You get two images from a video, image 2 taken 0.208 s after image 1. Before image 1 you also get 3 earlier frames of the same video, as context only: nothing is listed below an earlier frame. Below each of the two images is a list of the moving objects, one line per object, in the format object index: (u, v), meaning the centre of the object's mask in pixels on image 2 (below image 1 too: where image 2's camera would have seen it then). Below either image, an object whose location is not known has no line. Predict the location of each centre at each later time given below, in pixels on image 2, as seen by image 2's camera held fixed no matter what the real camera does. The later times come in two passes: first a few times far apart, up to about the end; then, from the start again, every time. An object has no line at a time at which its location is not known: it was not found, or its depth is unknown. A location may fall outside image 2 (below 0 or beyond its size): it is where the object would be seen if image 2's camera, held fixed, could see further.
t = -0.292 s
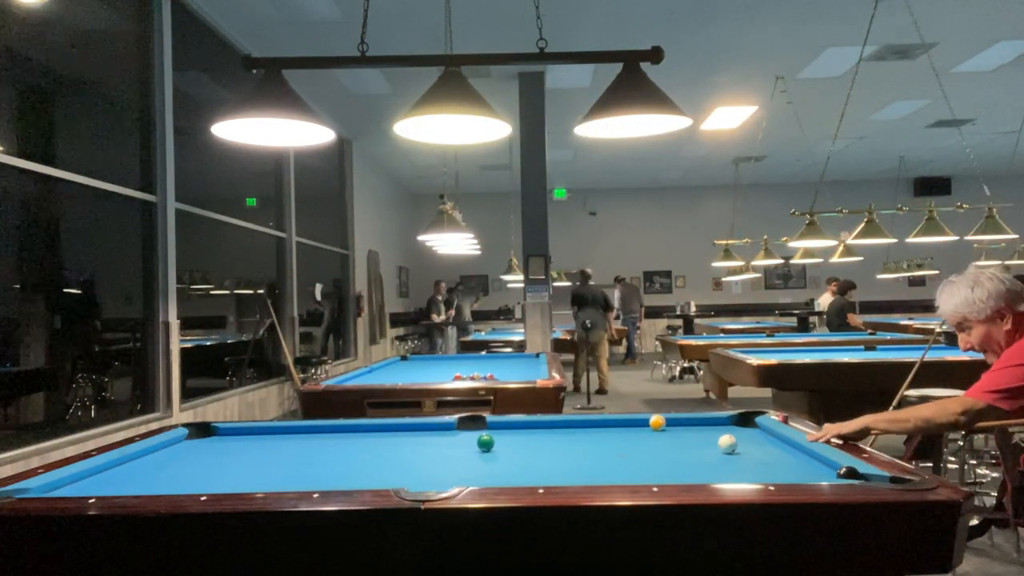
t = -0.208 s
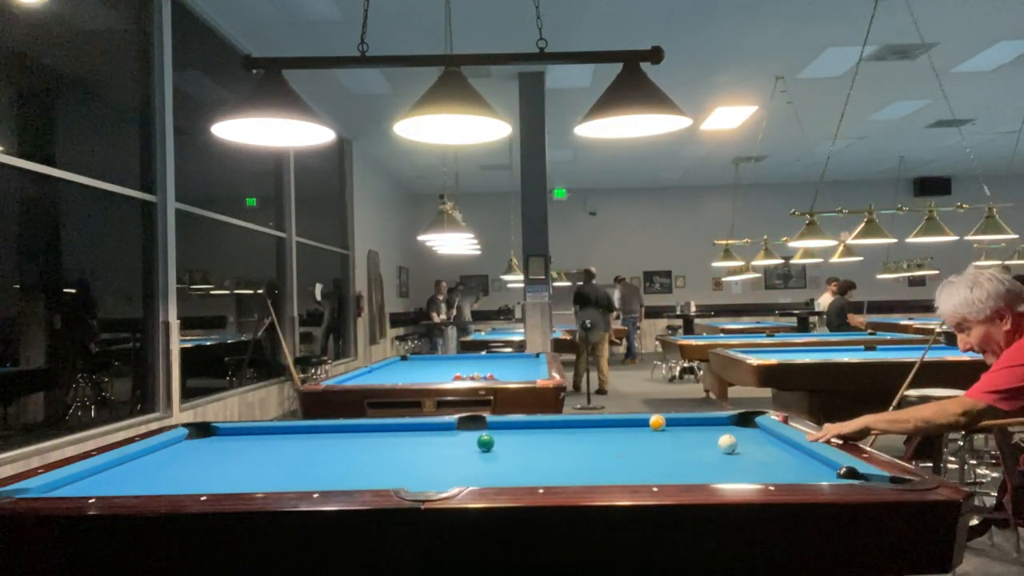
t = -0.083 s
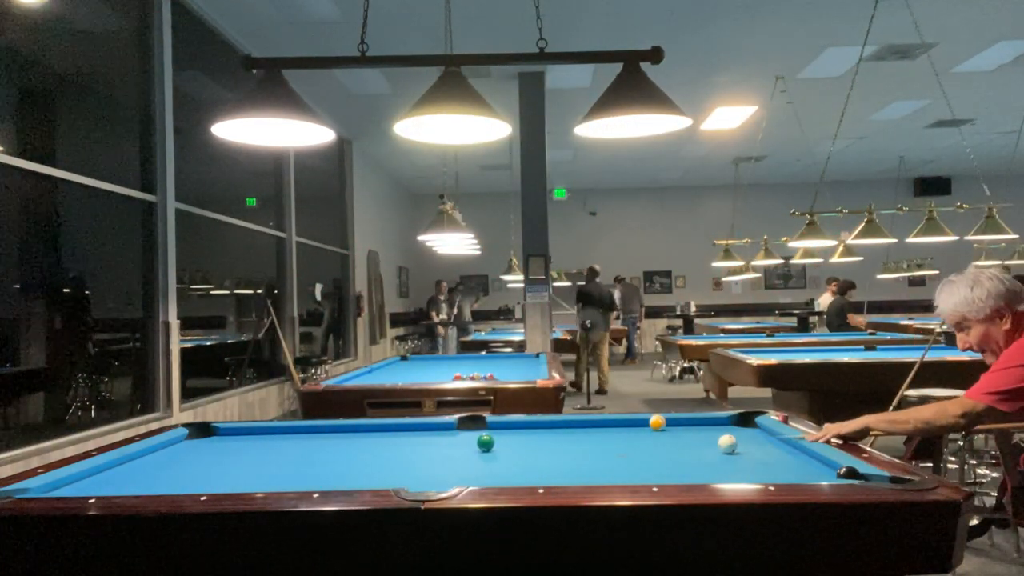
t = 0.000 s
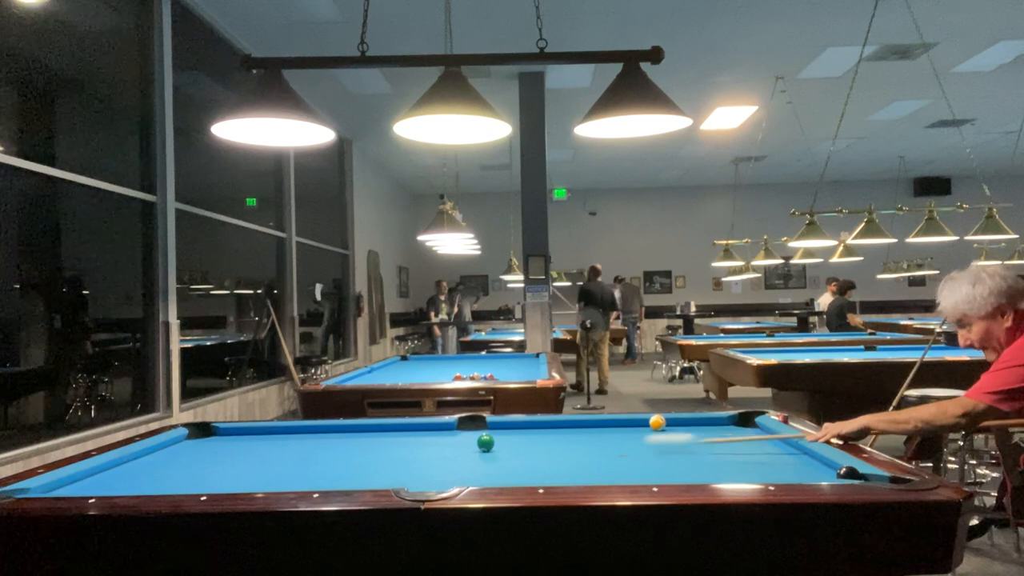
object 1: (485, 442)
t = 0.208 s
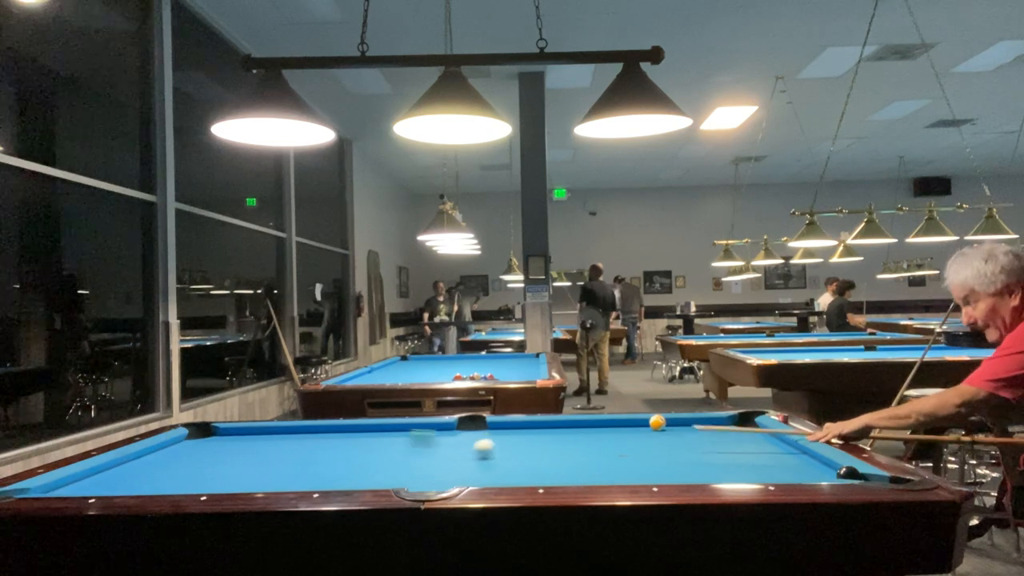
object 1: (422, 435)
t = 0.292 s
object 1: (361, 430)
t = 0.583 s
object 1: (206, 433)
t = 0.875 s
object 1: (233, 444)
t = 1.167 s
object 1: (289, 454)
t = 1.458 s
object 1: (354, 467)
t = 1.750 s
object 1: (431, 480)
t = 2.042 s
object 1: (472, 475)
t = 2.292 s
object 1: (489, 468)
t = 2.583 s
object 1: (505, 458)
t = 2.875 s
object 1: (519, 451)
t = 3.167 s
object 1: (530, 444)
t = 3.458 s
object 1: (540, 438)
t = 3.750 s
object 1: (549, 433)
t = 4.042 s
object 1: (556, 429)
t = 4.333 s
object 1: (570, 426)
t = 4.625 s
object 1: (585, 423)
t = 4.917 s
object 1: (596, 423)
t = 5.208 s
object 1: (603, 423)
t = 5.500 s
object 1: (609, 424)
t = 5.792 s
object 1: (612, 425)
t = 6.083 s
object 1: (615, 425)
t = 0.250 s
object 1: (391, 431)
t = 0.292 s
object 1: (361, 430)
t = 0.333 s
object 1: (333, 429)
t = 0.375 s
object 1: (309, 429)
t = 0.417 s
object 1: (287, 428)
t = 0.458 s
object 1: (266, 429)
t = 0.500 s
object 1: (246, 430)
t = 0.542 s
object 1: (226, 432)
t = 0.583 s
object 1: (206, 433)
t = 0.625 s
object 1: (190, 436)
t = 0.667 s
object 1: (196, 437)
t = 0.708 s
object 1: (204, 439)
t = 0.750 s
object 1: (211, 440)
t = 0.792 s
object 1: (217, 441)
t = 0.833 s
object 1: (226, 443)
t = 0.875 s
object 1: (233, 444)
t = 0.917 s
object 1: (240, 446)
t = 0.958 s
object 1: (248, 448)
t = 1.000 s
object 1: (255, 449)
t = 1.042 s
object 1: (263, 450)
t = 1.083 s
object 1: (272, 452)
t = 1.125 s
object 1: (280, 453)
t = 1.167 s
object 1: (289, 454)
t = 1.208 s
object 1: (297, 457)
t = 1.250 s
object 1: (307, 458)
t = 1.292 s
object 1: (316, 459)
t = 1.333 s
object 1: (325, 461)
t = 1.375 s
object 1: (335, 464)
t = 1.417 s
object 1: (344, 466)
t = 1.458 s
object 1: (354, 467)
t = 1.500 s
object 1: (365, 469)
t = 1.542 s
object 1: (375, 471)
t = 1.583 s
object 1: (386, 473)
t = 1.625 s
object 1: (397, 475)
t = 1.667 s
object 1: (409, 477)
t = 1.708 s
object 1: (420, 480)
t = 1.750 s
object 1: (431, 480)
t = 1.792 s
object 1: (444, 482)
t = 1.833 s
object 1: (456, 481)
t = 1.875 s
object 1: (460, 479)
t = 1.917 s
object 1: (463, 478)
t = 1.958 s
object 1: (466, 477)
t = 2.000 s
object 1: (469, 476)
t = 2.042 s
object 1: (472, 475)
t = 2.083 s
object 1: (475, 474)
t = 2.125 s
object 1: (478, 473)
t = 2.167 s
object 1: (481, 472)
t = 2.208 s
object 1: (484, 471)
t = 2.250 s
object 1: (486, 469)
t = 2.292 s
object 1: (489, 468)
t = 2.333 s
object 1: (491, 466)
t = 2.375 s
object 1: (494, 465)
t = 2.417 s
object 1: (496, 464)
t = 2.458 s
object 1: (498, 462)
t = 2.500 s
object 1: (501, 461)
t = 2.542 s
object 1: (503, 460)
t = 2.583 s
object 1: (505, 458)
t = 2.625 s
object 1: (507, 457)
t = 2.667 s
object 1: (509, 456)
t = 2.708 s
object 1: (511, 455)
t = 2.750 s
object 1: (513, 454)
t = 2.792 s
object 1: (515, 453)
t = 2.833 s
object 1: (517, 452)
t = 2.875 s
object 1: (519, 451)
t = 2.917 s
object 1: (520, 449)
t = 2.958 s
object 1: (522, 448)
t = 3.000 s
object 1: (524, 448)
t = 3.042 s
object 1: (525, 447)
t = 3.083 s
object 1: (527, 446)
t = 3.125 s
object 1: (529, 445)
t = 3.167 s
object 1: (530, 444)
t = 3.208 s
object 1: (532, 443)
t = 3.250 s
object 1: (533, 442)
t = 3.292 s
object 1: (535, 442)
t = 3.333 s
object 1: (536, 441)
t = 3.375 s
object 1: (537, 440)
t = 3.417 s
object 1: (538, 439)
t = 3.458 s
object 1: (540, 438)
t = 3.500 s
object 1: (541, 437)
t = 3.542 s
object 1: (543, 437)
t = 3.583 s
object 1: (544, 436)
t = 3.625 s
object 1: (545, 435)
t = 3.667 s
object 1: (546, 434)
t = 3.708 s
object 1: (548, 434)
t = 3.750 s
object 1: (549, 433)
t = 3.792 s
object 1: (550, 432)
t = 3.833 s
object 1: (551, 432)
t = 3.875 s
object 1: (552, 431)
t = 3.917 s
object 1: (553, 431)
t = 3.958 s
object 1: (554, 430)
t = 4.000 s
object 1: (555, 430)
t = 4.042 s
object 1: (556, 429)
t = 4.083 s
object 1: (556, 429)
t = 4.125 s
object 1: (558, 428)
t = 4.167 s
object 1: (561, 427)
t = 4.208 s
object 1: (564, 427)
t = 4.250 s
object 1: (566, 427)
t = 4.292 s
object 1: (568, 426)
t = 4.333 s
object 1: (570, 426)
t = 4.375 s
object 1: (572, 426)
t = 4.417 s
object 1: (575, 425)
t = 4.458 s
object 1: (577, 424)
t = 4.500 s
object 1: (579, 425)
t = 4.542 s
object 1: (581, 424)
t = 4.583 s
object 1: (583, 423)
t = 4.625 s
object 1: (585, 423)
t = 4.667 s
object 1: (587, 423)
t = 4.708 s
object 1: (589, 423)
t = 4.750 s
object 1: (591, 423)
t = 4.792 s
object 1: (592, 423)
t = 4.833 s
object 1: (593, 423)
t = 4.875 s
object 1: (595, 423)
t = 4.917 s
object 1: (596, 423)
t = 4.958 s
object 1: (597, 423)
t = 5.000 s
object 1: (598, 423)
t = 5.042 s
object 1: (599, 423)
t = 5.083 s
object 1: (600, 423)
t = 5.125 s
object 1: (601, 423)
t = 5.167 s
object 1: (602, 423)
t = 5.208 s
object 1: (603, 423)
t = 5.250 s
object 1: (604, 424)
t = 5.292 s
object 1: (605, 424)
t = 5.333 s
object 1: (606, 424)
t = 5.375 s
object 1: (607, 424)
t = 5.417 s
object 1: (607, 424)
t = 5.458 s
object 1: (608, 424)
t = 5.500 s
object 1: (609, 424)
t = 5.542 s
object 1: (609, 424)
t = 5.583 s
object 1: (610, 425)
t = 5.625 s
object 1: (611, 425)
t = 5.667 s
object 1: (611, 424)
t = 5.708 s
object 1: (612, 424)
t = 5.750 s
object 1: (612, 425)
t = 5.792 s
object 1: (612, 425)
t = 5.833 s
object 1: (613, 425)
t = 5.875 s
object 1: (613, 425)
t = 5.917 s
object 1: (614, 425)
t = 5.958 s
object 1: (614, 425)
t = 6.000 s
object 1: (614, 425)
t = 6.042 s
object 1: (615, 425)
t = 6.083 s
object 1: (615, 425)
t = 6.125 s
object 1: (615, 425)
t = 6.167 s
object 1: (615, 426)
